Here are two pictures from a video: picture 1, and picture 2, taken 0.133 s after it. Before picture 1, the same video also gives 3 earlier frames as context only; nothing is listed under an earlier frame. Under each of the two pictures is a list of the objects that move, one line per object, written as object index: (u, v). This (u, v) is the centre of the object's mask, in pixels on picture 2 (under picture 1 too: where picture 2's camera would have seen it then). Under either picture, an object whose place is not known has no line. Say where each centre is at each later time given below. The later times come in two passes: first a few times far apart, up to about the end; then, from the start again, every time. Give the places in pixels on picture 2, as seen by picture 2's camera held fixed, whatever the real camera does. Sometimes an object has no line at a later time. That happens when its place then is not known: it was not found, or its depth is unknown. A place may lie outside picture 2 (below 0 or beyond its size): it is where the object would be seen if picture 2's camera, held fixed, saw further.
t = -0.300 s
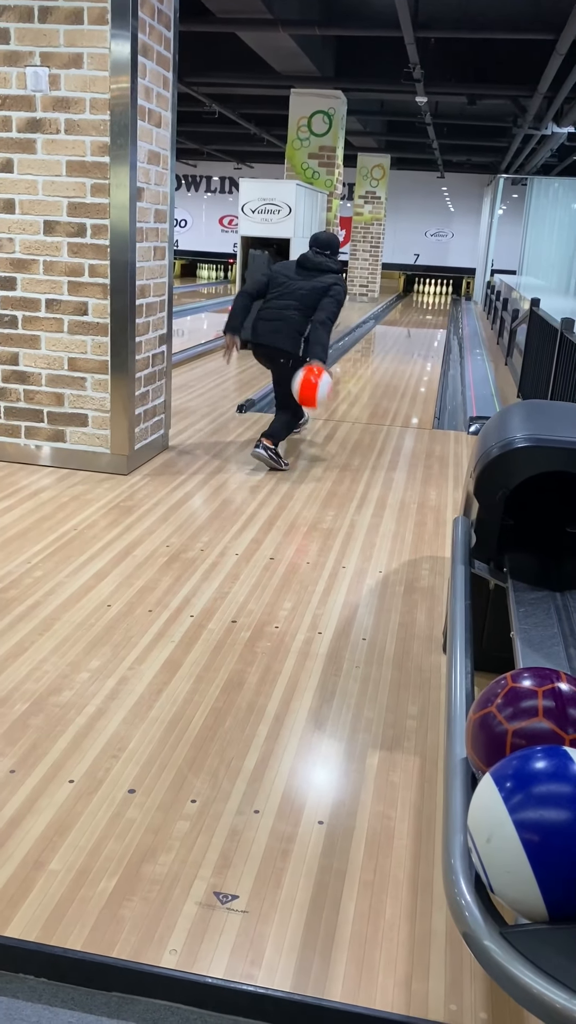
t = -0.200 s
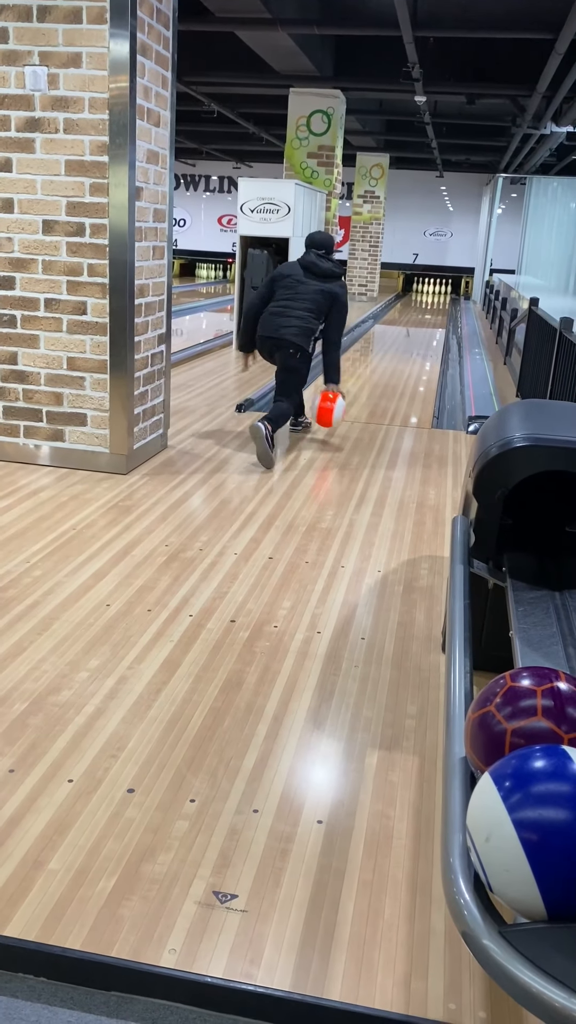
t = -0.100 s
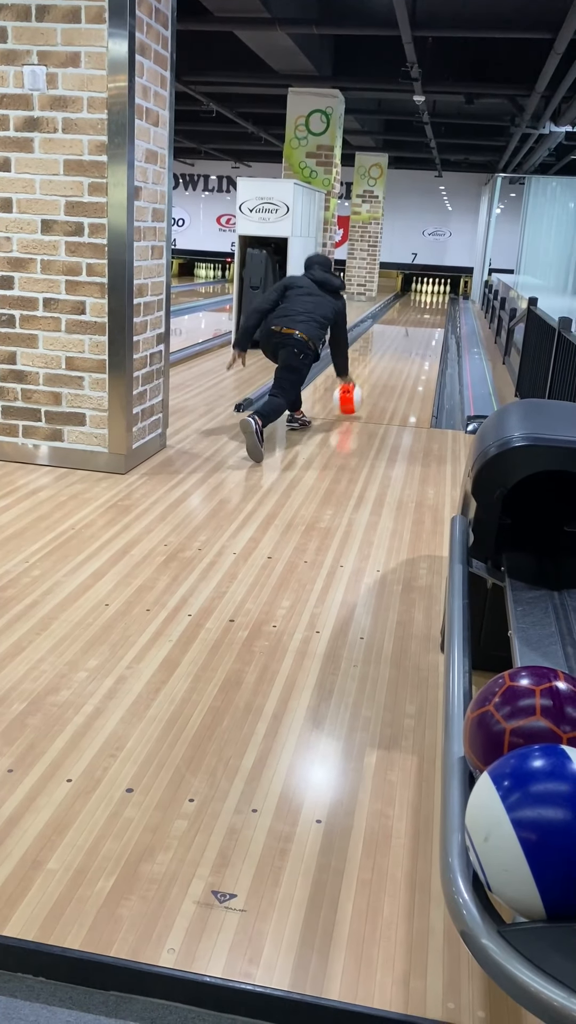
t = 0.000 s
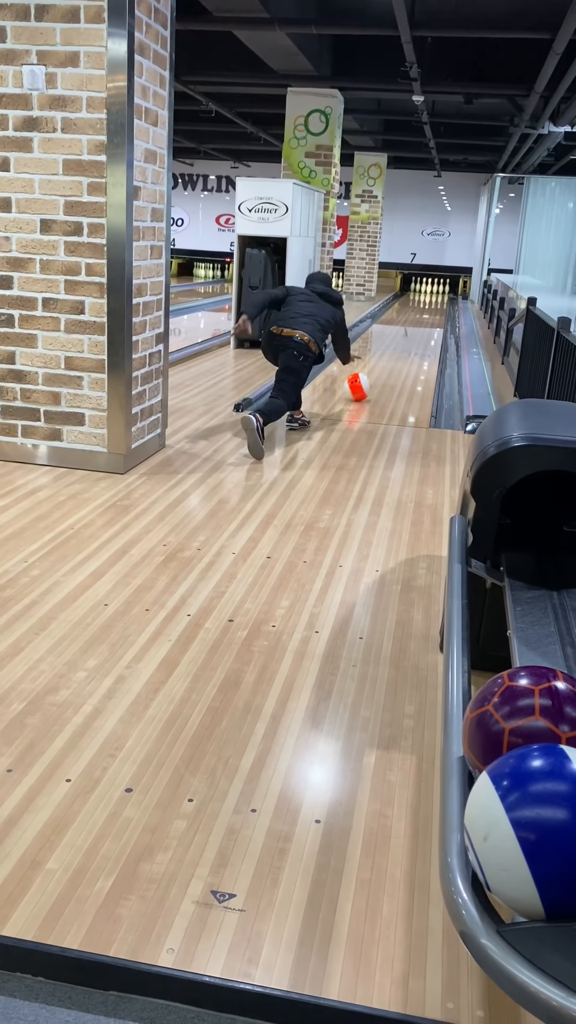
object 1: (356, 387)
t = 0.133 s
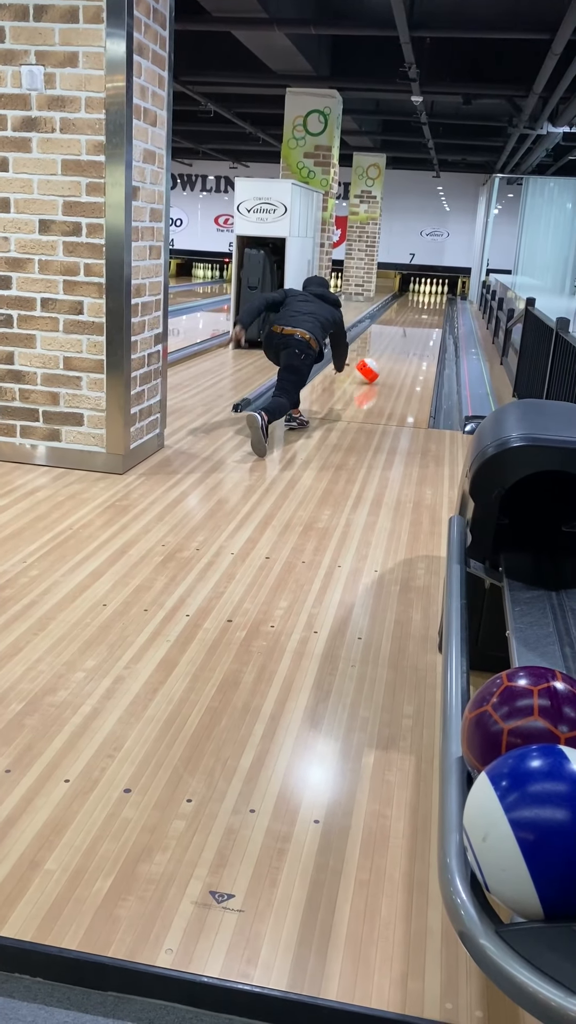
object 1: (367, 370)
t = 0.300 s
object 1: (378, 355)
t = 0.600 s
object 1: (393, 335)
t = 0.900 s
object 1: (401, 322)
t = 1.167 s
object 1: (407, 313)
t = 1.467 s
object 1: (411, 306)
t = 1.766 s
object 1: (415, 300)
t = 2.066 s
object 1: (418, 295)
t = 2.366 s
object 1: (421, 291)
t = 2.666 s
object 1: (412, 288)
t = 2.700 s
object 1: (412, 288)
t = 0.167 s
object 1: (370, 367)
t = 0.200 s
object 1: (372, 364)
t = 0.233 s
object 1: (374, 361)
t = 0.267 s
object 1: (376, 358)
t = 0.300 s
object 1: (378, 355)
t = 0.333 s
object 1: (380, 352)
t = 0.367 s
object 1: (382, 350)
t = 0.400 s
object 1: (383, 347)
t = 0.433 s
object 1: (385, 345)
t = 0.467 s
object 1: (386, 343)
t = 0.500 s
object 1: (388, 341)
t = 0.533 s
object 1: (391, 339)
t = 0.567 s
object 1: (393, 336)
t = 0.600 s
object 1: (393, 335)
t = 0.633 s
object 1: (394, 333)
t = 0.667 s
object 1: (395, 332)
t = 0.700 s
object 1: (396, 330)
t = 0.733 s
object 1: (397, 329)
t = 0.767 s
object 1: (398, 328)
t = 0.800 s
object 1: (399, 326)
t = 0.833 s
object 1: (399, 325)
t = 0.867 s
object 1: (400, 323)
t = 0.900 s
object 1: (401, 322)
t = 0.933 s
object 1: (402, 320)
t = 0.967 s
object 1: (402, 319)
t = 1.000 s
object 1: (403, 318)
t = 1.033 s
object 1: (404, 317)
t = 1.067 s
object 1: (404, 316)
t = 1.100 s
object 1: (405, 315)
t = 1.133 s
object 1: (406, 314)
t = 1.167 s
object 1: (407, 313)
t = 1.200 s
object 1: (407, 312)
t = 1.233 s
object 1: (408, 311)
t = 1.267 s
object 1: (408, 310)
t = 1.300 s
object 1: (409, 309)
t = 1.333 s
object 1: (409, 308)
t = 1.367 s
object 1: (410, 308)
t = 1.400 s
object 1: (410, 307)
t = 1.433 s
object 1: (411, 306)
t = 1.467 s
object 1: (411, 306)
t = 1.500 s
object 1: (412, 305)
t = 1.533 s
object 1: (412, 304)
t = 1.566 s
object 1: (413, 303)
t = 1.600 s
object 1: (413, 303)
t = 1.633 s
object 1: (414, 302)
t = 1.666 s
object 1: (414, 301)
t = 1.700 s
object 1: (414, 301)
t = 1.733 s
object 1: (415, 300)
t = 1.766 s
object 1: (415, 300)
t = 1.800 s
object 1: (415, 299)
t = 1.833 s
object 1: (416, 298)
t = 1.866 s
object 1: (416, 298)
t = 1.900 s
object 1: (416, 297)
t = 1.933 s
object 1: (417, 297)
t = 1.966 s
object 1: (417, 296)
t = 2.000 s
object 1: (417, 296)
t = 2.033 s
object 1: (418, 295)
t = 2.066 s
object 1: (418, 295)
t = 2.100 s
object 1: (418, 294)
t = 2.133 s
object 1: (419, 294)
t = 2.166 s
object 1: (419, 293)
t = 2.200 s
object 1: (419, 293)
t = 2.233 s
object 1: (420, 293)
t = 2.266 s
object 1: (420, 292)
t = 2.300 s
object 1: (420, 292)
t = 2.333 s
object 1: (420, 292)
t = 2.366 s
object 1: (421, 291)
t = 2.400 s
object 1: (421, 291)
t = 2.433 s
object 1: (422, 290)
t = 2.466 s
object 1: (422, 289)
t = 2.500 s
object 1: (421, 290)
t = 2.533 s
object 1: (419, 289)
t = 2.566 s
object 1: (417, 289)
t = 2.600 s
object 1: (416, 289)
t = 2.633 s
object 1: (414, 288)
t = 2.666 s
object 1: (412, 288)
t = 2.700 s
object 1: (412, 288)
